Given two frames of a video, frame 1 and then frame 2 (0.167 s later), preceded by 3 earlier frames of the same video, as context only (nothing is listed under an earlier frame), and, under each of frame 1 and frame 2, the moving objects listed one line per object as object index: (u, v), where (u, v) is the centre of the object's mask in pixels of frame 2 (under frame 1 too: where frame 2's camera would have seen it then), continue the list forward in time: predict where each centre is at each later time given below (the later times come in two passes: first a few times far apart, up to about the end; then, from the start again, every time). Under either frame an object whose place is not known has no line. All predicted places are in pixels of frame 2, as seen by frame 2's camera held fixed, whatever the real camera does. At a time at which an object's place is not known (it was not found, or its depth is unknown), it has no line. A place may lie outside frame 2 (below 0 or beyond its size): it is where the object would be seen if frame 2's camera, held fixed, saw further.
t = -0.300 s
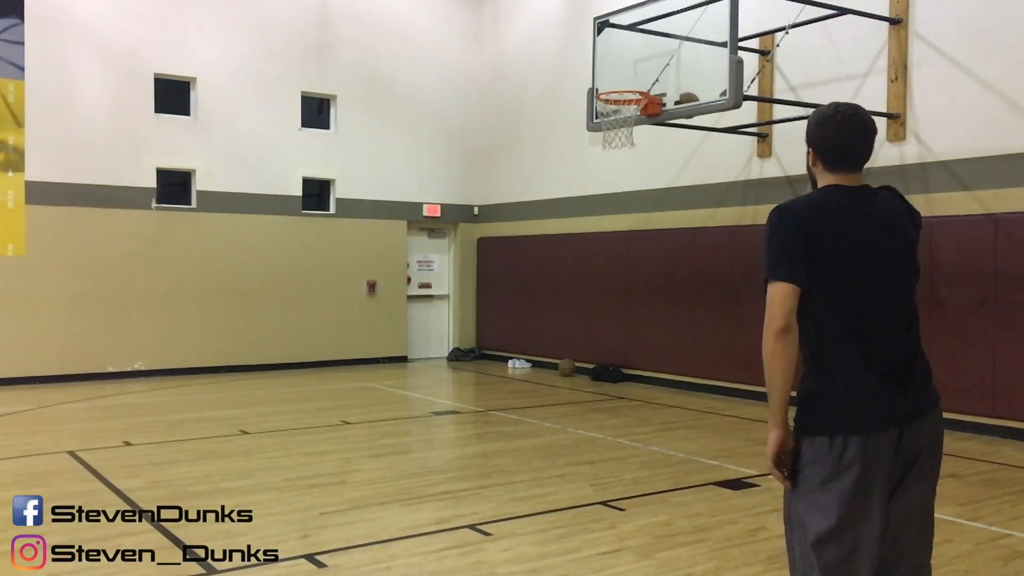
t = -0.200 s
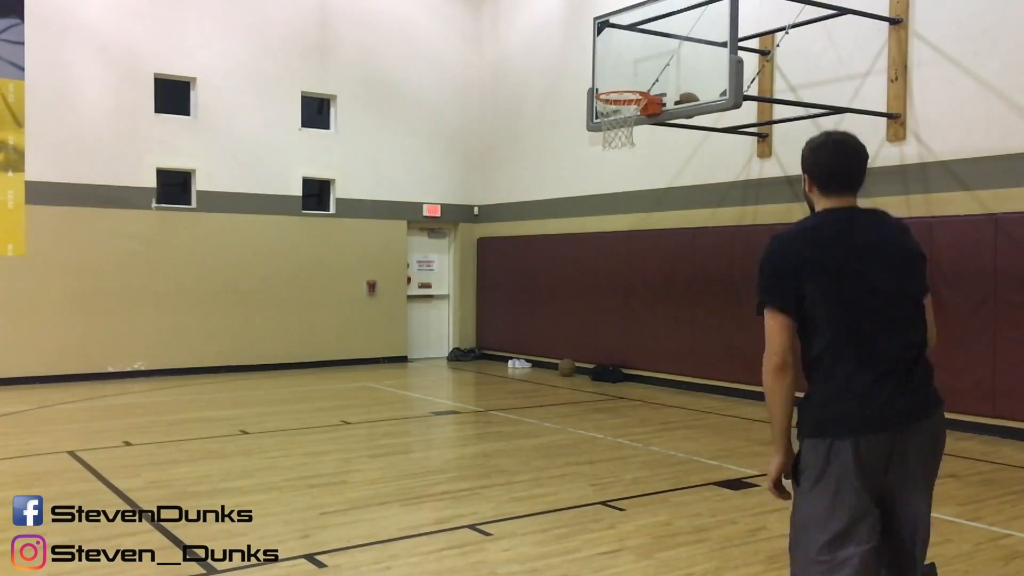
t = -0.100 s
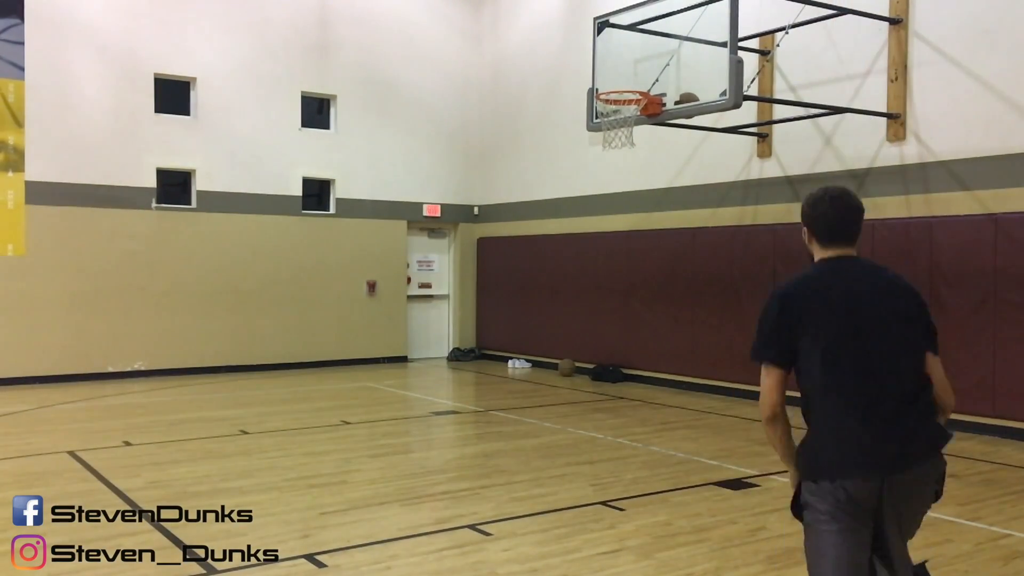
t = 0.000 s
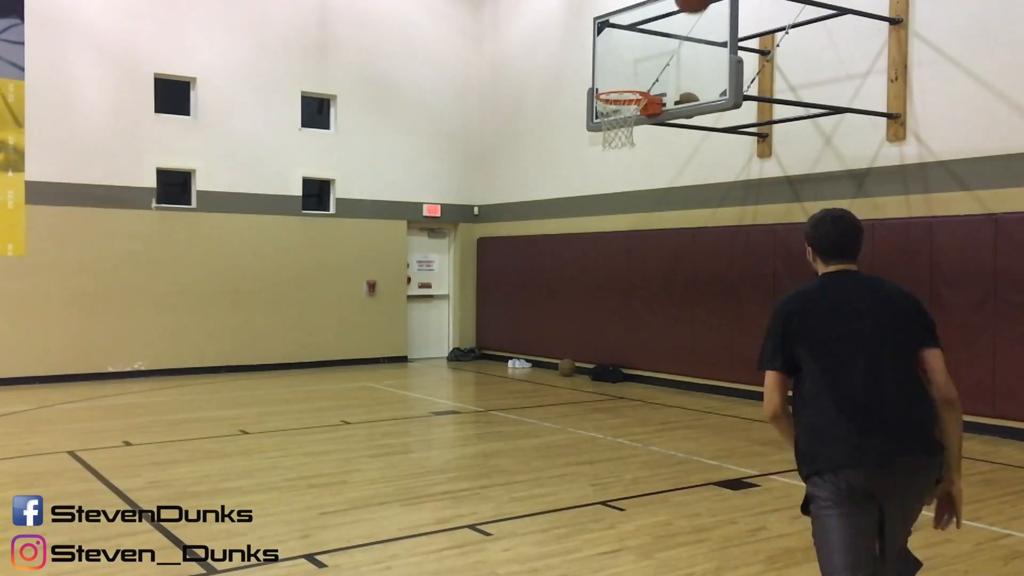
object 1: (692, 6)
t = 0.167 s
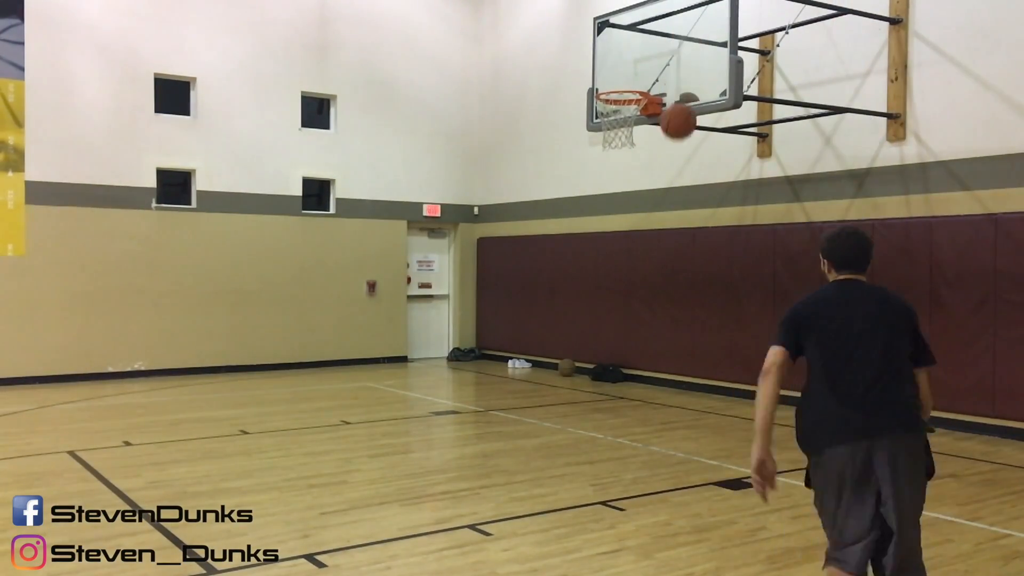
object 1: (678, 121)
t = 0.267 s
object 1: (671, 205)
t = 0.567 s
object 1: (652, 414)
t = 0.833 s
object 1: (649, 257)
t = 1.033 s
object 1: (648, 203)
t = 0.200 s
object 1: (675, 148)
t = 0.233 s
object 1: (673, 177)
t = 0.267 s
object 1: (671, 205)
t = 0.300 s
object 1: (667, 234)
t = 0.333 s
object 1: (665, 264)
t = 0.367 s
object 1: (663, 294)
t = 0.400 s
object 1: (659, 324)
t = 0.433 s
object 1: (657, 354)
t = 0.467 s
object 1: (656, 387)
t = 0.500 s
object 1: (654, 418)
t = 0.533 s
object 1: (652, 442)
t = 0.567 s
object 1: (652, 414)
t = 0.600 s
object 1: (652, 389)
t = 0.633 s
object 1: (651, 366)
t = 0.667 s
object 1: (650, 344)
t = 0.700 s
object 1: (650, 324)
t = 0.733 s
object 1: (651, 305)
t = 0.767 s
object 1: (650, 287)
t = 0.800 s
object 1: (649, 272)
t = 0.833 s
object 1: (649, 257)
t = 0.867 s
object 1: (648, 244)
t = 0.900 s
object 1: (649, 233)
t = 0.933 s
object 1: (649, 224)
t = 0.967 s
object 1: (649, 215)
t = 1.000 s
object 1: (648, 208)
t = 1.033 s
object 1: (648, 203)
